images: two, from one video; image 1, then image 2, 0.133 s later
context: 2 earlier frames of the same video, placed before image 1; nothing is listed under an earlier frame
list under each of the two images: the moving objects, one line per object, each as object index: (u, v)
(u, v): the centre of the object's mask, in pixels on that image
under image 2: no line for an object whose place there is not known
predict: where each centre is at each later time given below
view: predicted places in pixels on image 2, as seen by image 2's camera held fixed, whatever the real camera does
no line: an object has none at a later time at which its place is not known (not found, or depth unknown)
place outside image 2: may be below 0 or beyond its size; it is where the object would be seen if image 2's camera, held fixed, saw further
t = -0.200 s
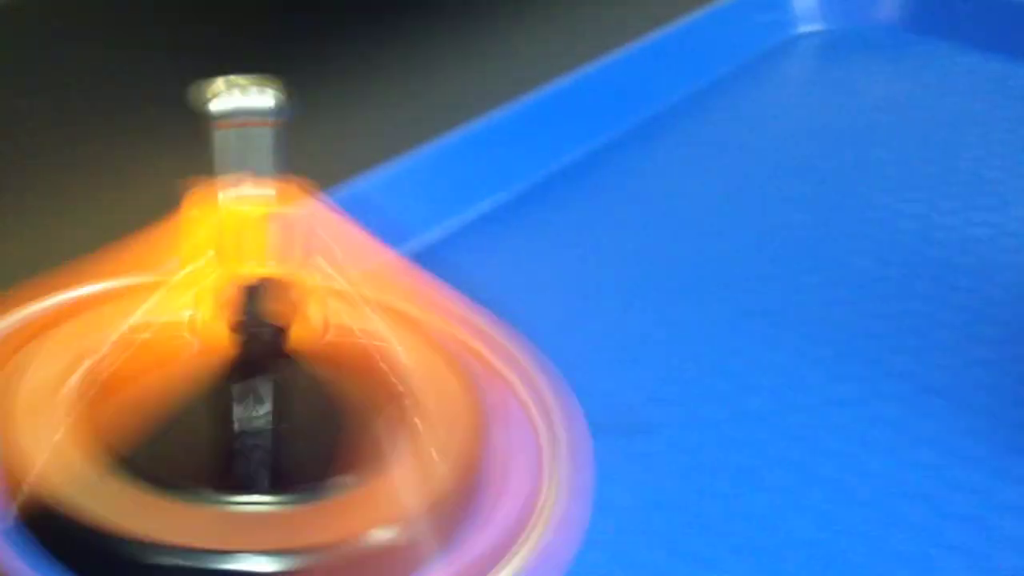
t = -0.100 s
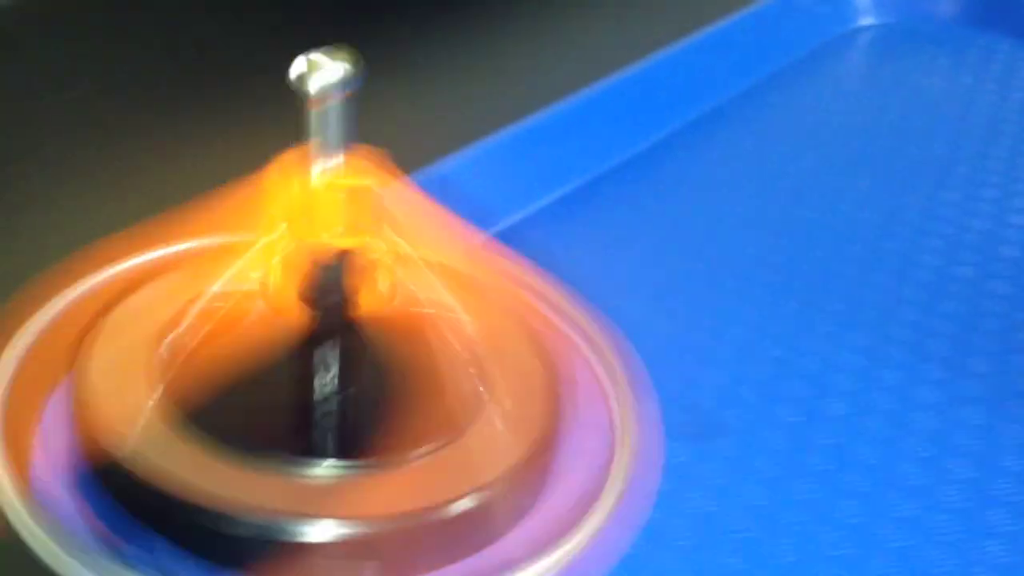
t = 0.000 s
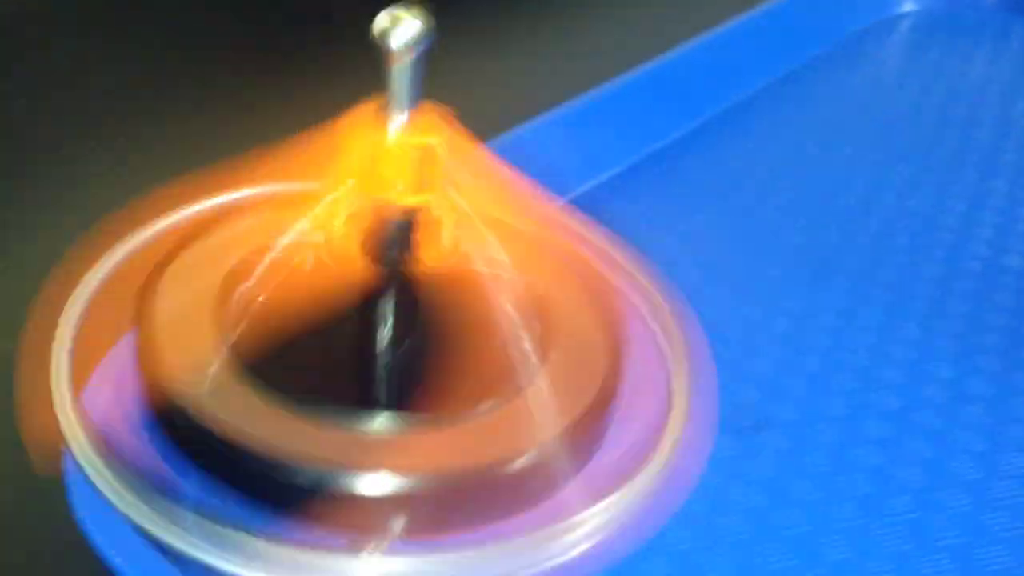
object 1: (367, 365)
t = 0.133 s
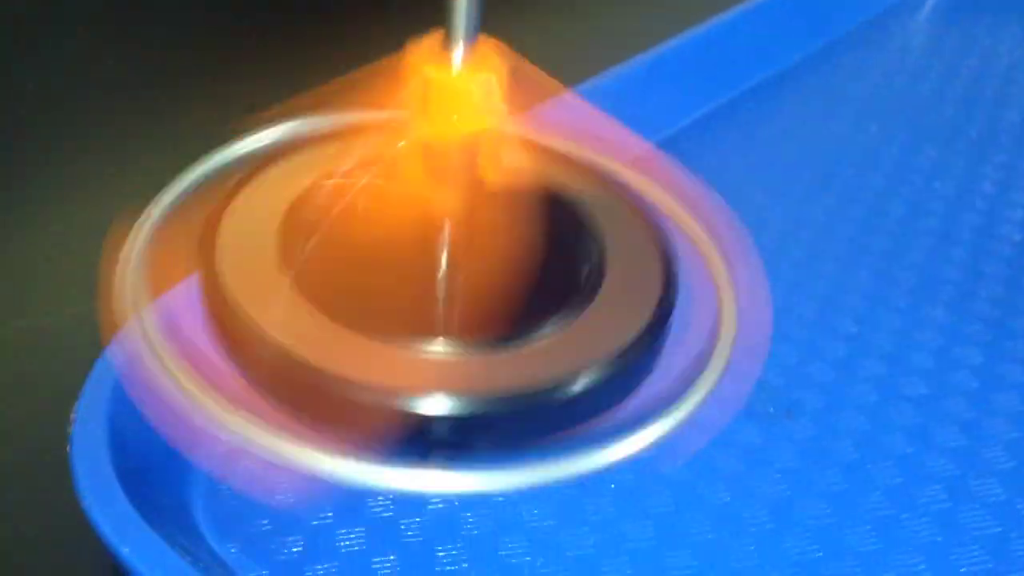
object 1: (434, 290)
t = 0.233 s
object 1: (437, 289)
